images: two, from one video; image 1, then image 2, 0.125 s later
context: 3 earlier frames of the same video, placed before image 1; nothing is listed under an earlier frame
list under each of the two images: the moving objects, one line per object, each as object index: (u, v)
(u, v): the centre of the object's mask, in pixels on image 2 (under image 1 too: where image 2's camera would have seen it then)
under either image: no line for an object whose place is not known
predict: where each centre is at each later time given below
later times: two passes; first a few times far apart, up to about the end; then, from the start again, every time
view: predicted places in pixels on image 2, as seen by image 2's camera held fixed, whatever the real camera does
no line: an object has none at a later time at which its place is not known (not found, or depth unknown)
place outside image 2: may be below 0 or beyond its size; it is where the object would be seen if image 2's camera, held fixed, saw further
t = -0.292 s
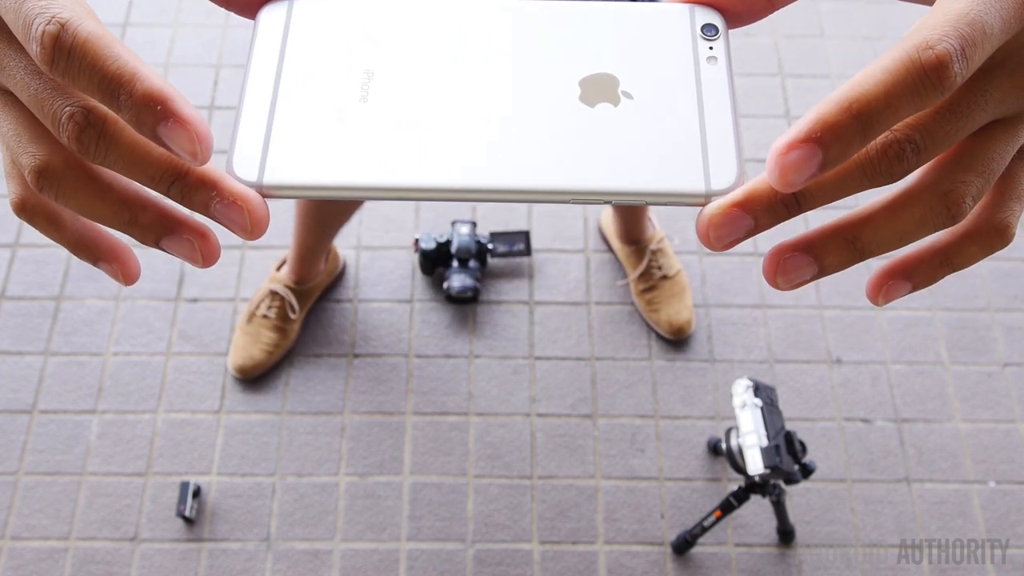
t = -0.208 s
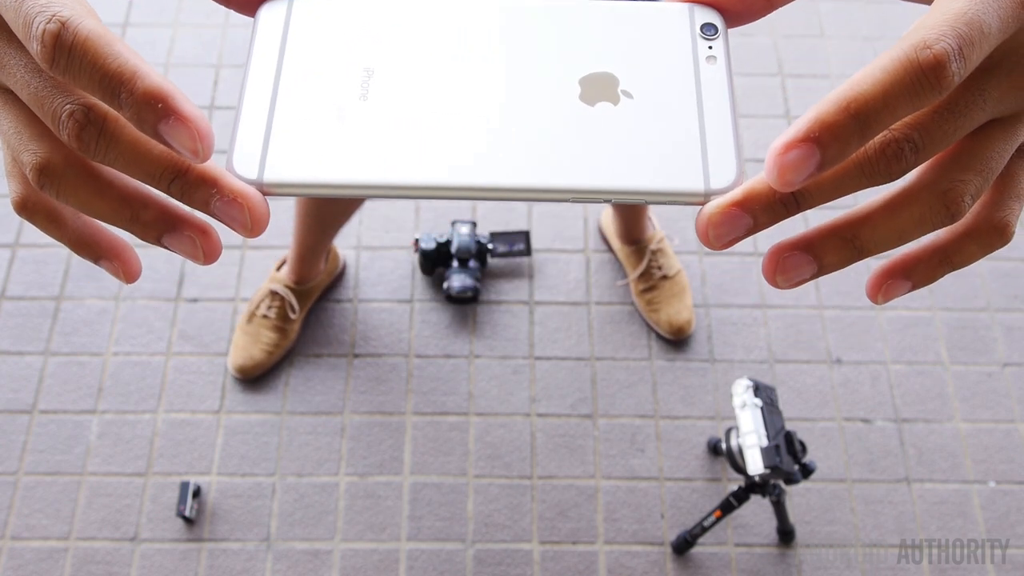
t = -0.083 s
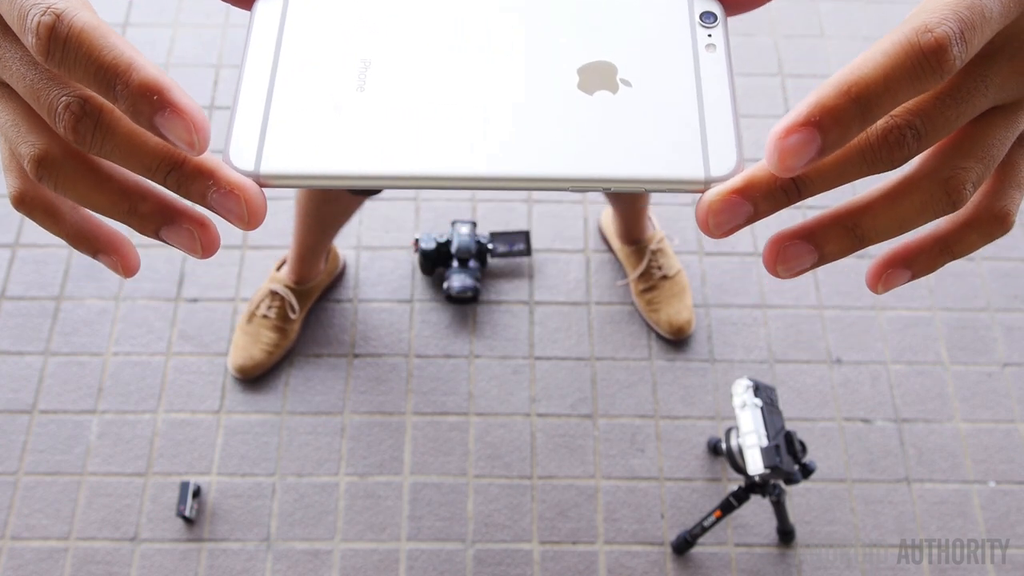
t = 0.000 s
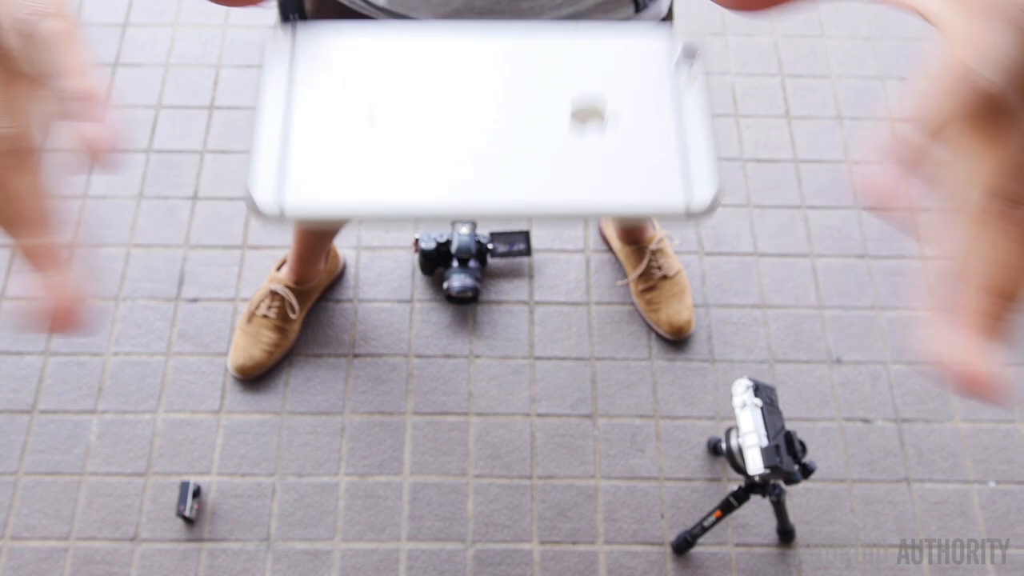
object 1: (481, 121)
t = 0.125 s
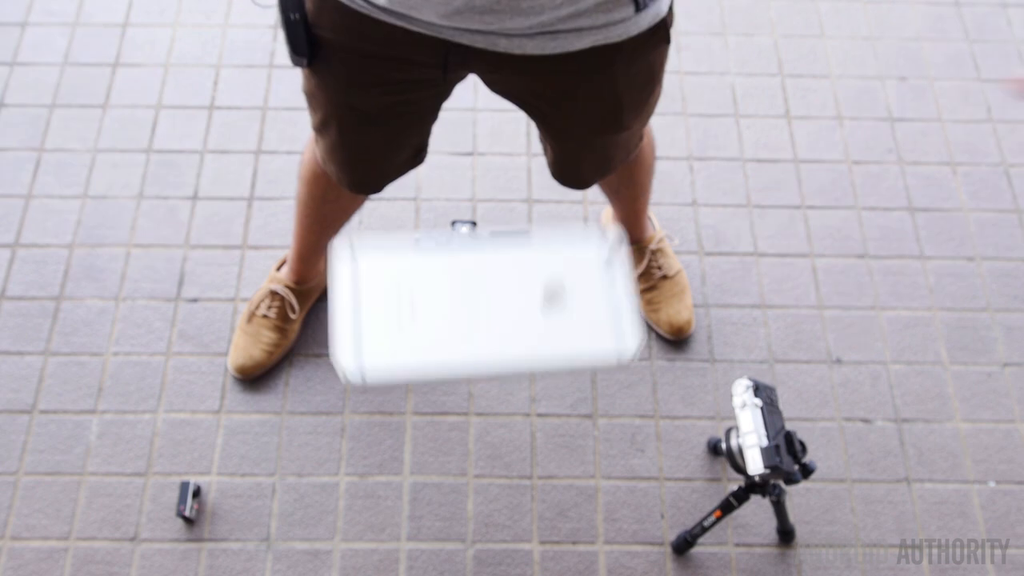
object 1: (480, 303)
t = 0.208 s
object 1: (483, 406)
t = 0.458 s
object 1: (489, 545)
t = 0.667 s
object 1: (486, 545)
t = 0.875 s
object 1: (486, 544)
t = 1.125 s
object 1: (486, 544)
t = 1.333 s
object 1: (486, 544)
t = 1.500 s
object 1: (486, 544)
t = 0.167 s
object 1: (481, 359)
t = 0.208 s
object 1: (483, 406)
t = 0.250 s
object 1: (485, 445)
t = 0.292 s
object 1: (486, 477)
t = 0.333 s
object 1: (487, 503)
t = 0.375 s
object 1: (487, 524)
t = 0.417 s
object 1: (488, 540)
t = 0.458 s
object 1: (489, 545)
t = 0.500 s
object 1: (488, 544)
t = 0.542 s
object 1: (488, 543)
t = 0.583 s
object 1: (488, 542)
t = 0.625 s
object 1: (487, 543)
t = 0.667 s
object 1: (486, 545)
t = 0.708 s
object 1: (486, 545)
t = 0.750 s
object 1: (486, 544)
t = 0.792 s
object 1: (486, 544)
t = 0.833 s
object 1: (486, 544)
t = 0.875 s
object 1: (486, 544)
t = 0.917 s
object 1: (486, 544)
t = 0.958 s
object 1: (486, 544)
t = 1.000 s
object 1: (486, 544)
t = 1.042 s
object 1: (486, 544)
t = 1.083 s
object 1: (486, 544)
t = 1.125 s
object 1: (486, 544)
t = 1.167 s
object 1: (486, 544)
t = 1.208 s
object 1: (486, 544)
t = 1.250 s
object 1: (486, 544)
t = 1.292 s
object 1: (486, 544)
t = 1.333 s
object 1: (486, 544)
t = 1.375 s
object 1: (486, 544)
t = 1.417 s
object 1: (486, 544)
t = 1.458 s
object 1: (486, 544)
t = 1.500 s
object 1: (486, 544)
